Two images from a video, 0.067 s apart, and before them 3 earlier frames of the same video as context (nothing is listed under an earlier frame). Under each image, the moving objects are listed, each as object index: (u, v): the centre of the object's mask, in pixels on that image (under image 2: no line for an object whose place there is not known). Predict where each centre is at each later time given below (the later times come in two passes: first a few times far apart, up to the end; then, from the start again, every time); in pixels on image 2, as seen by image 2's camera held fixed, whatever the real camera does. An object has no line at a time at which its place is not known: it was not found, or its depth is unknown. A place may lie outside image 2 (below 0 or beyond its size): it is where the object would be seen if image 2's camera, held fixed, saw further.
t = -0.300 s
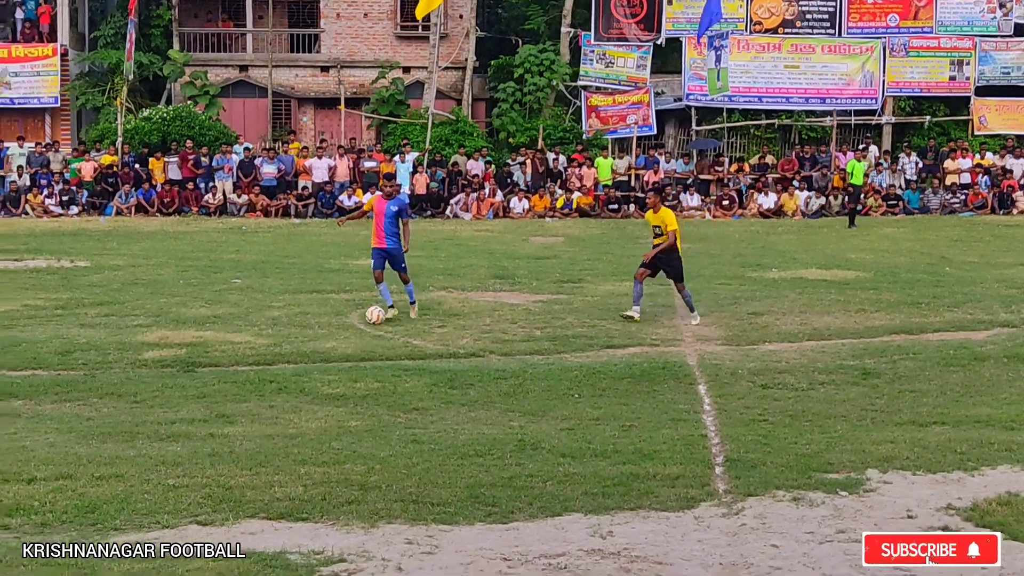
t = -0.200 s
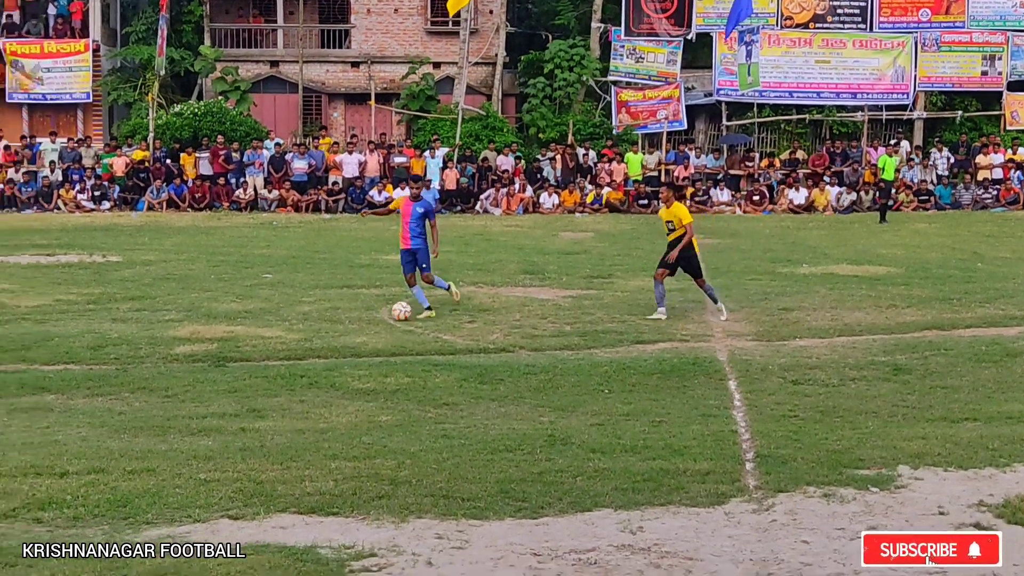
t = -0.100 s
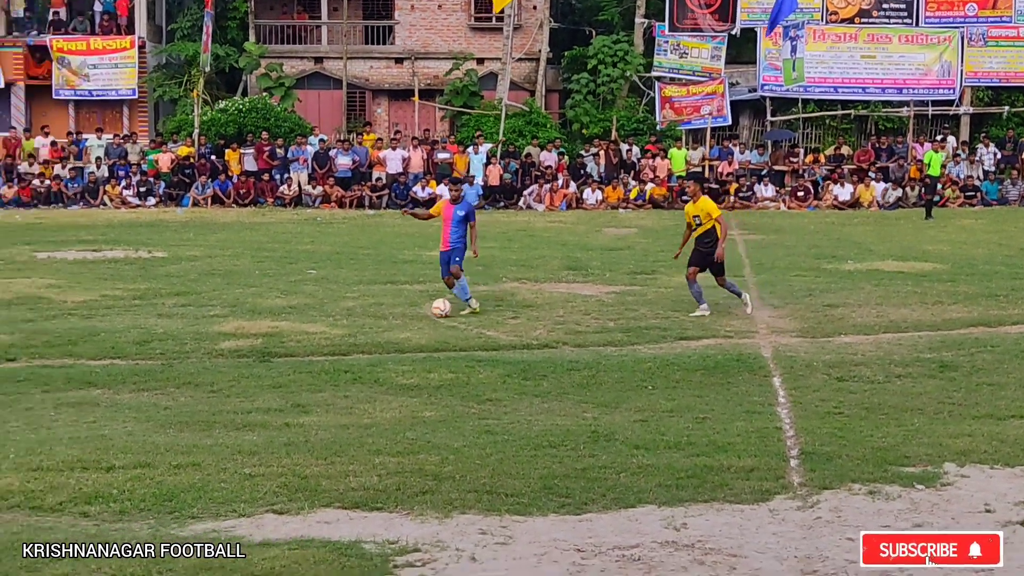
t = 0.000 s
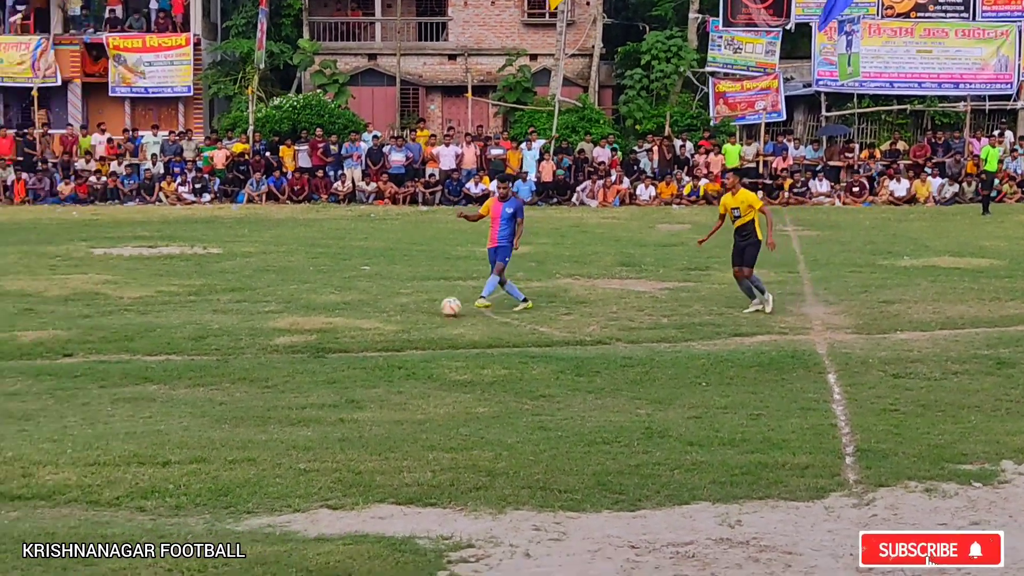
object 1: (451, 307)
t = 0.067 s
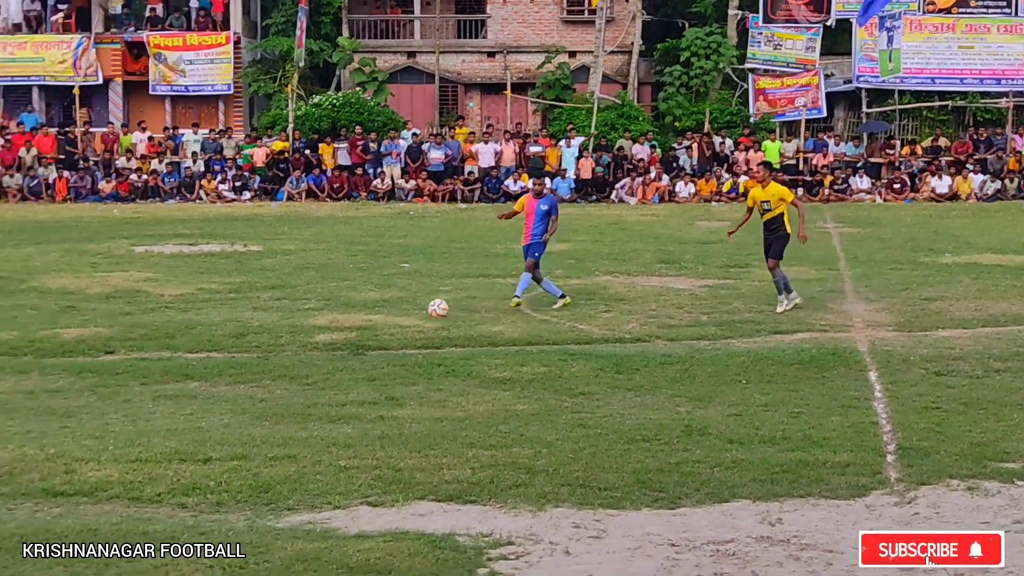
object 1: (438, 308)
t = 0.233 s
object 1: (321, 311)
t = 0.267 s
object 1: (297, 315)
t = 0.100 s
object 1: (414, 309)
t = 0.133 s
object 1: (392, 308)
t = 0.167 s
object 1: (369, 308)
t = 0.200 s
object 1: (345, 309)
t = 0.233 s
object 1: (321, 311)
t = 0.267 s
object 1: (297, 315)
